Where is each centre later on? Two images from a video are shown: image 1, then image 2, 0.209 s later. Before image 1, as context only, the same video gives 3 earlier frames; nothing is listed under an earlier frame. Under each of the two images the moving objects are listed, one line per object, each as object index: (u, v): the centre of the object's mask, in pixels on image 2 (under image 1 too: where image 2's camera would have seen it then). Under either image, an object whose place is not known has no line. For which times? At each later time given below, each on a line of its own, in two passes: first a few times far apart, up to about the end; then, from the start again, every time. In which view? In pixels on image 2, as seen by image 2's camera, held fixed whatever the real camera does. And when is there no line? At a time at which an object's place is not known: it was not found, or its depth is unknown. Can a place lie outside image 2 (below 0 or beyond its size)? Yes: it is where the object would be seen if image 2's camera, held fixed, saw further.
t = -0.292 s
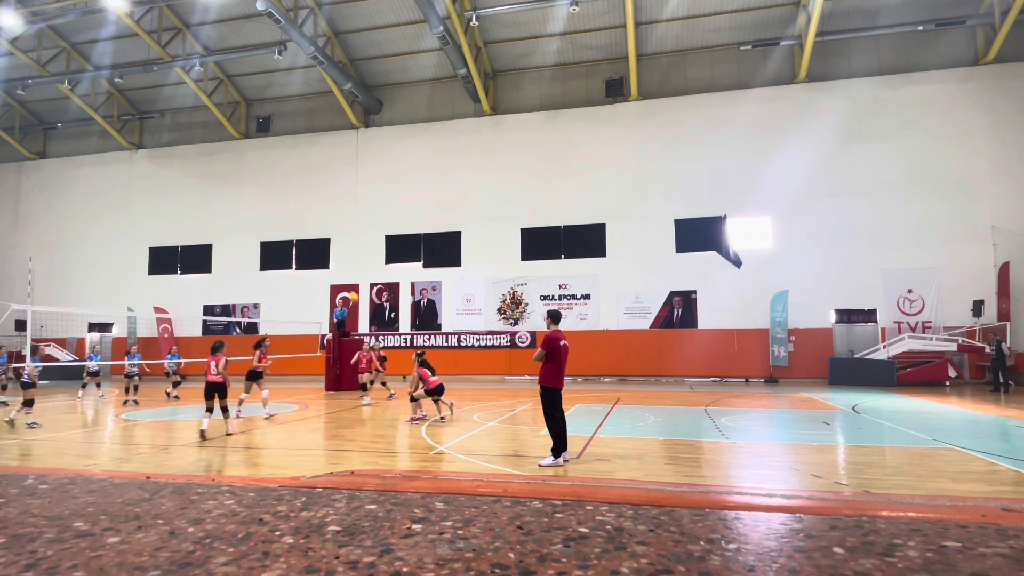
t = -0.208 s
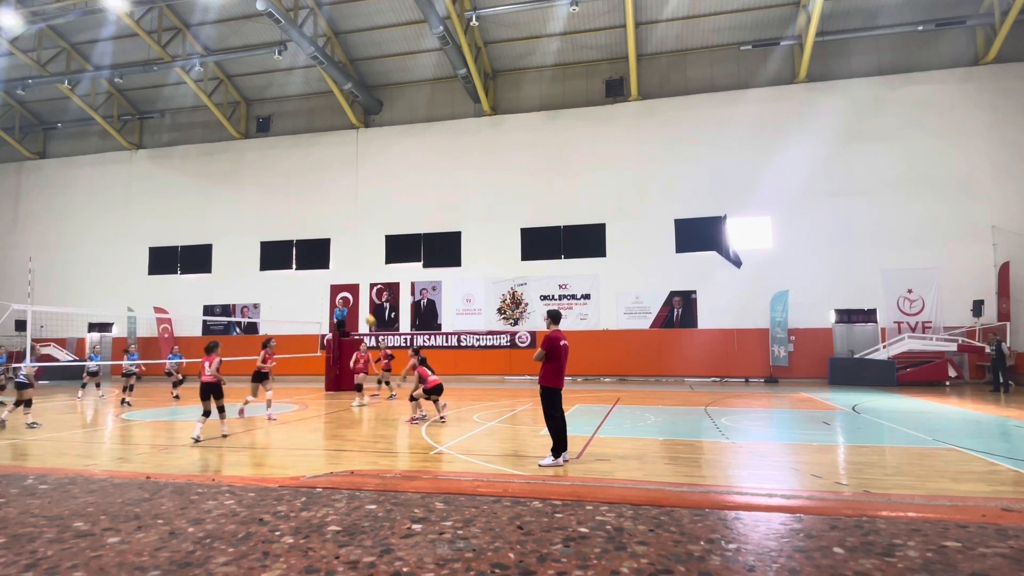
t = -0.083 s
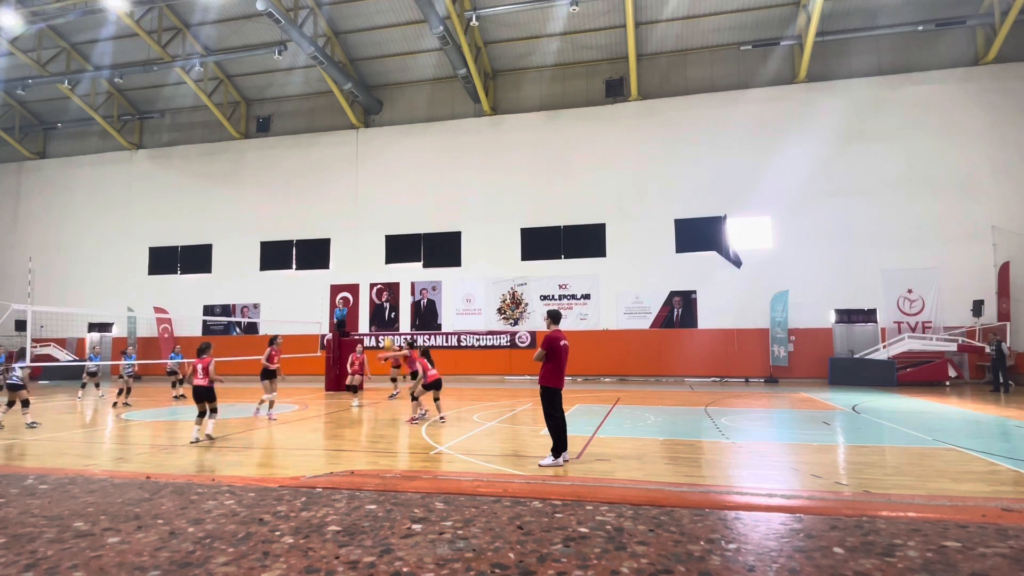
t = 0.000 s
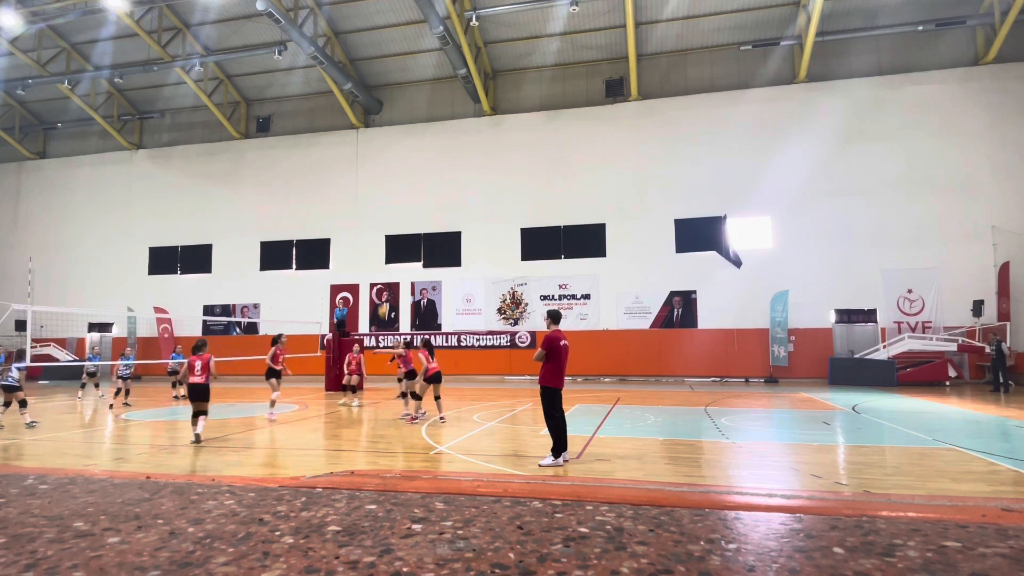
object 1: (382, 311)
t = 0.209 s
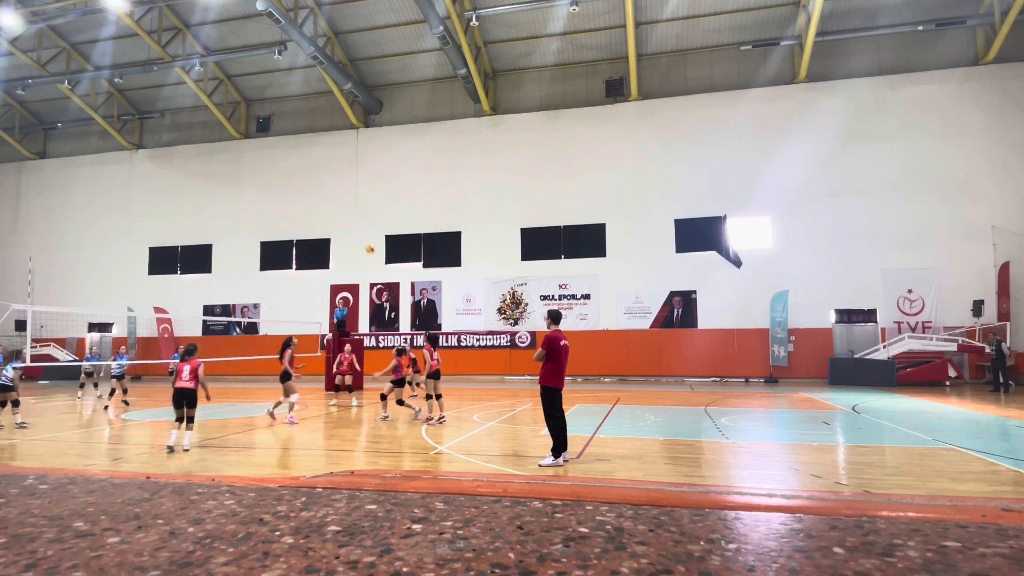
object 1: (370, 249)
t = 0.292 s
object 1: (365, 231)
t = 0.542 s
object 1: (352, 200)
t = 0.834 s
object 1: (337, 198)
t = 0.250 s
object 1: (367, 240)
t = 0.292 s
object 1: (365, 231)
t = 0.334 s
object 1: (363, 224)
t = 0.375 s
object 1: (360, 217)
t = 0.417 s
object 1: (358, 212)
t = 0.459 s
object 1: (355, 207)
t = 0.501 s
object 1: (354, 203)
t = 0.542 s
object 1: (352, 200)
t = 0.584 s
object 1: (349, 198)
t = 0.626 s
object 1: (347, 196)
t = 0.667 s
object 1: (345, 195)
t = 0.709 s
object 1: (343, 195)
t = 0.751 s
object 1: (341, 195)
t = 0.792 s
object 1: (339, 196)
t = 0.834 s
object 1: (337, 198)
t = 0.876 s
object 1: (336, 200)
